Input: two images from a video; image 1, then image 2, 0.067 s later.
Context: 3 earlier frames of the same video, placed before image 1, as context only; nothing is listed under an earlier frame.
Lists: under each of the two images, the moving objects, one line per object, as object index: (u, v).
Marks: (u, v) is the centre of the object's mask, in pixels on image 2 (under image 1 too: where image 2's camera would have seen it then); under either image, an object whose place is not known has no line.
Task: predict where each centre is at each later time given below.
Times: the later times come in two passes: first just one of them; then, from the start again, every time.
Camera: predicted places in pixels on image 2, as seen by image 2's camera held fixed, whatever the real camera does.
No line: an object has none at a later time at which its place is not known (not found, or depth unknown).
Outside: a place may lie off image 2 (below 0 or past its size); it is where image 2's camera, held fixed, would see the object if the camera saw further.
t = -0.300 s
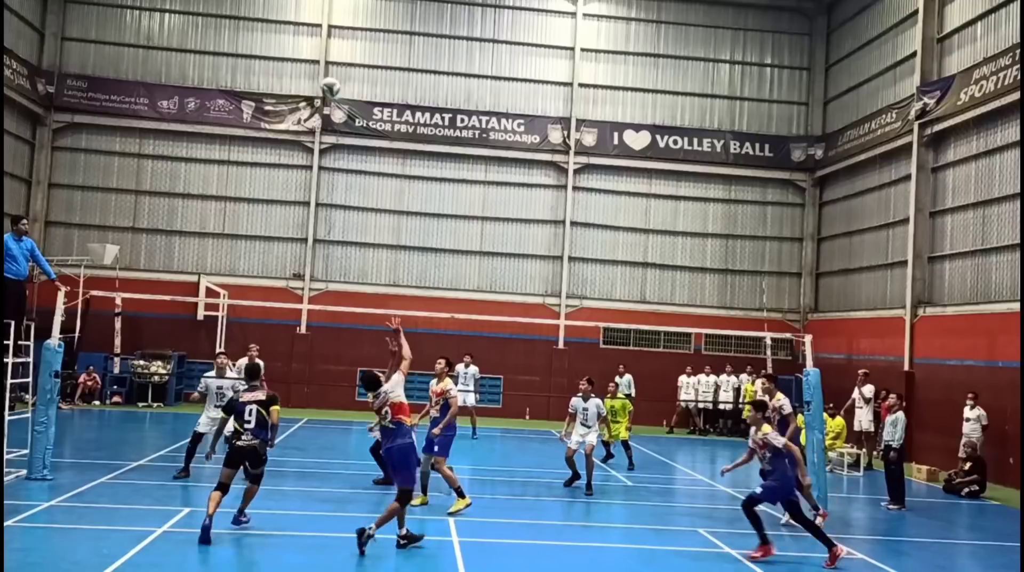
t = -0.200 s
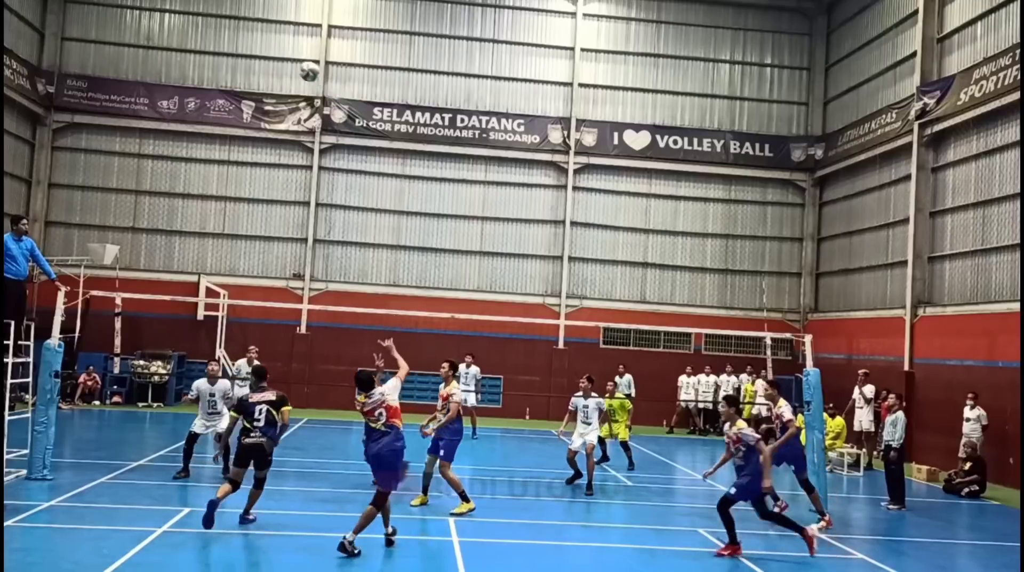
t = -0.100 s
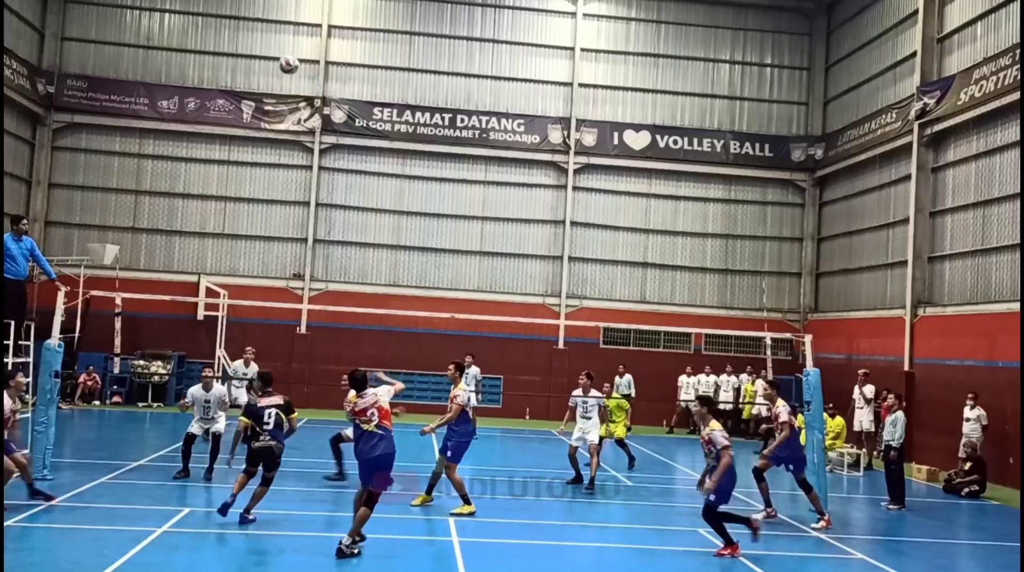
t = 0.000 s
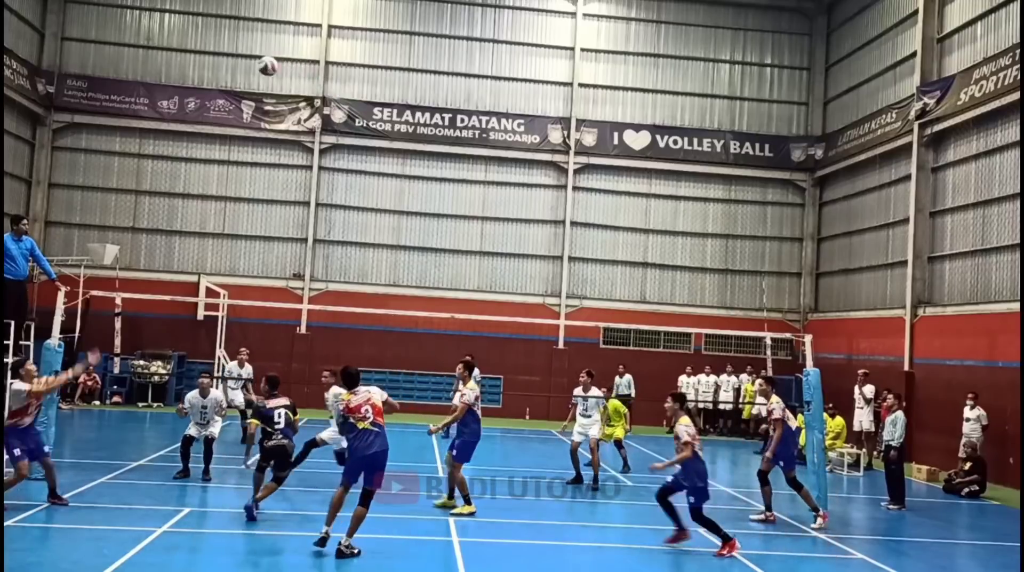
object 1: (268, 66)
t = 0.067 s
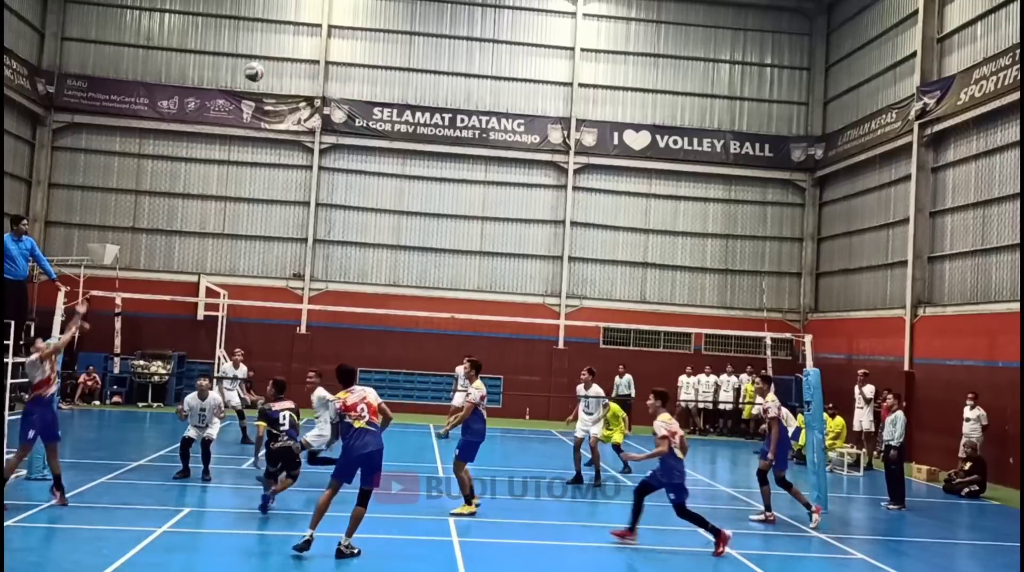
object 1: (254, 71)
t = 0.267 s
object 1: (212, 110)
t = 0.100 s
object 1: (247, 76)
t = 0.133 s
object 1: (239, 81)
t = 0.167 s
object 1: (234, 86)
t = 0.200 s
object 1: (226, 94)
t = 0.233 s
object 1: (219, 102)
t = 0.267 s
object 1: (212, 110)
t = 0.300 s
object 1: (205, 120)
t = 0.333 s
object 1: (198, 130)
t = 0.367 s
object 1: (191, 142)
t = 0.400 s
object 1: (183, 155)
